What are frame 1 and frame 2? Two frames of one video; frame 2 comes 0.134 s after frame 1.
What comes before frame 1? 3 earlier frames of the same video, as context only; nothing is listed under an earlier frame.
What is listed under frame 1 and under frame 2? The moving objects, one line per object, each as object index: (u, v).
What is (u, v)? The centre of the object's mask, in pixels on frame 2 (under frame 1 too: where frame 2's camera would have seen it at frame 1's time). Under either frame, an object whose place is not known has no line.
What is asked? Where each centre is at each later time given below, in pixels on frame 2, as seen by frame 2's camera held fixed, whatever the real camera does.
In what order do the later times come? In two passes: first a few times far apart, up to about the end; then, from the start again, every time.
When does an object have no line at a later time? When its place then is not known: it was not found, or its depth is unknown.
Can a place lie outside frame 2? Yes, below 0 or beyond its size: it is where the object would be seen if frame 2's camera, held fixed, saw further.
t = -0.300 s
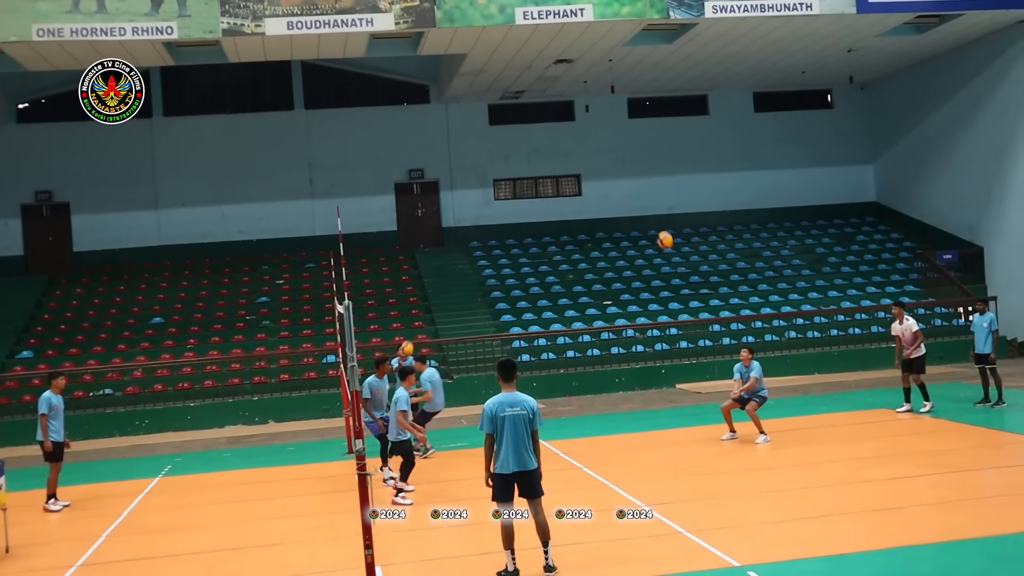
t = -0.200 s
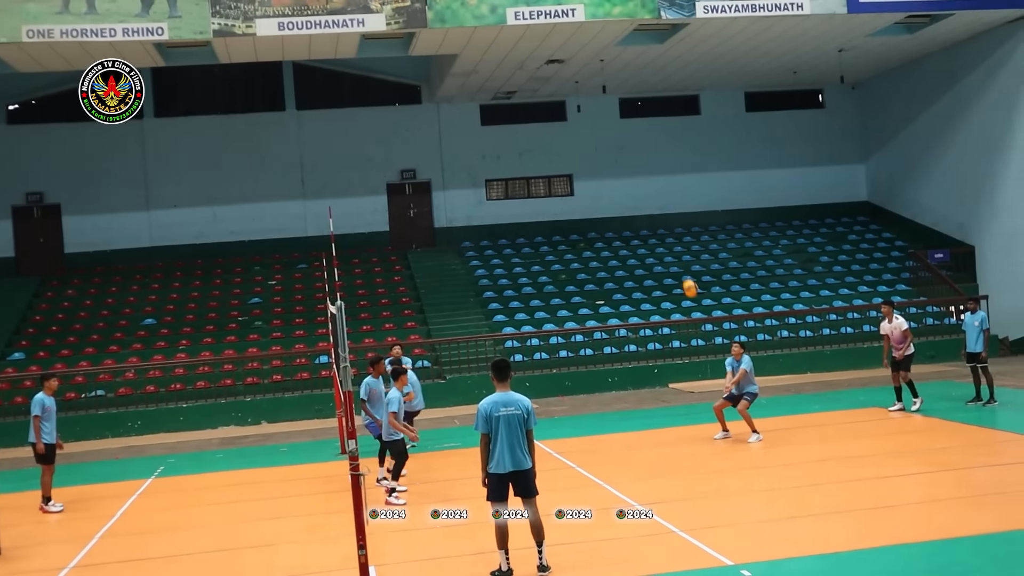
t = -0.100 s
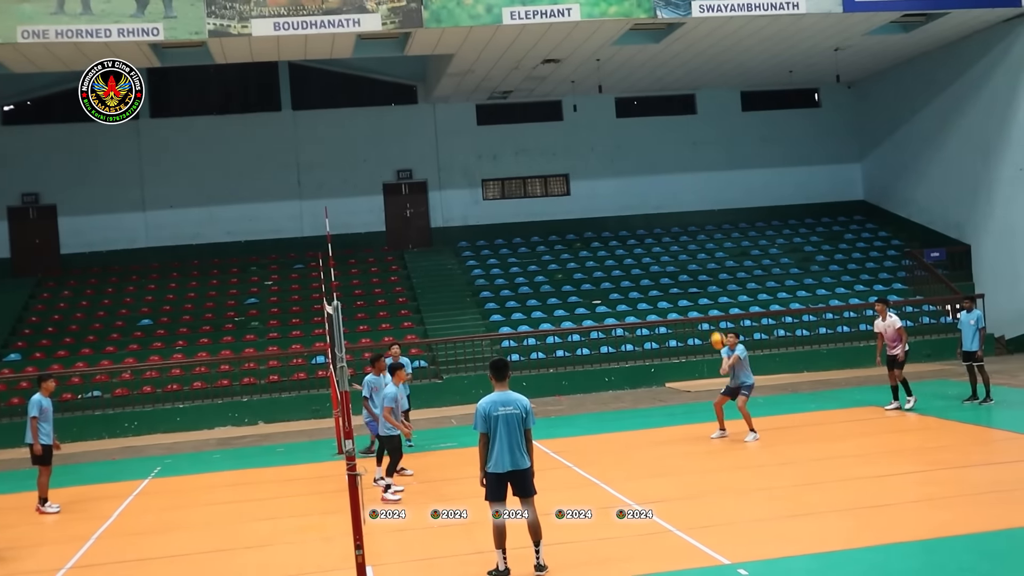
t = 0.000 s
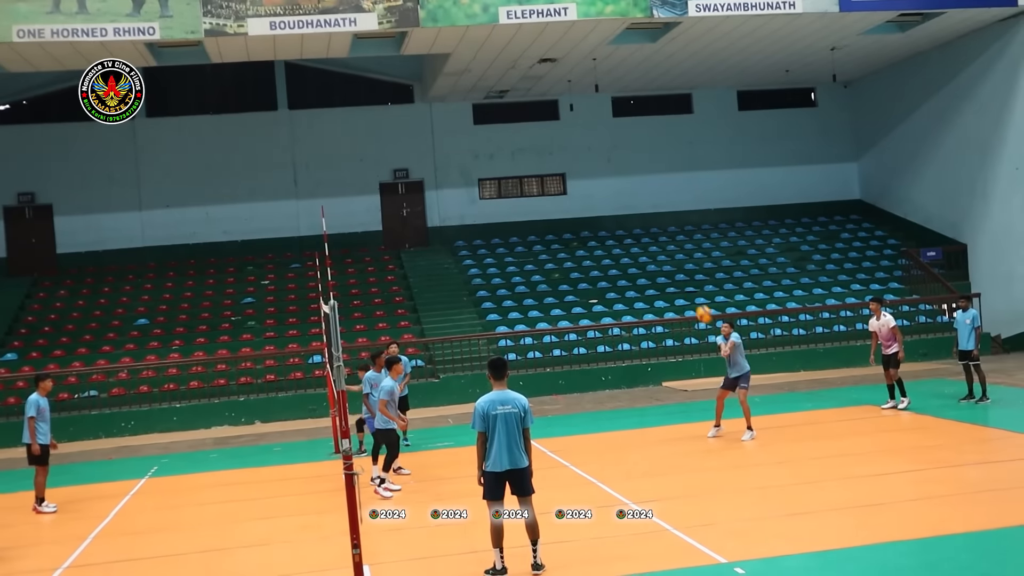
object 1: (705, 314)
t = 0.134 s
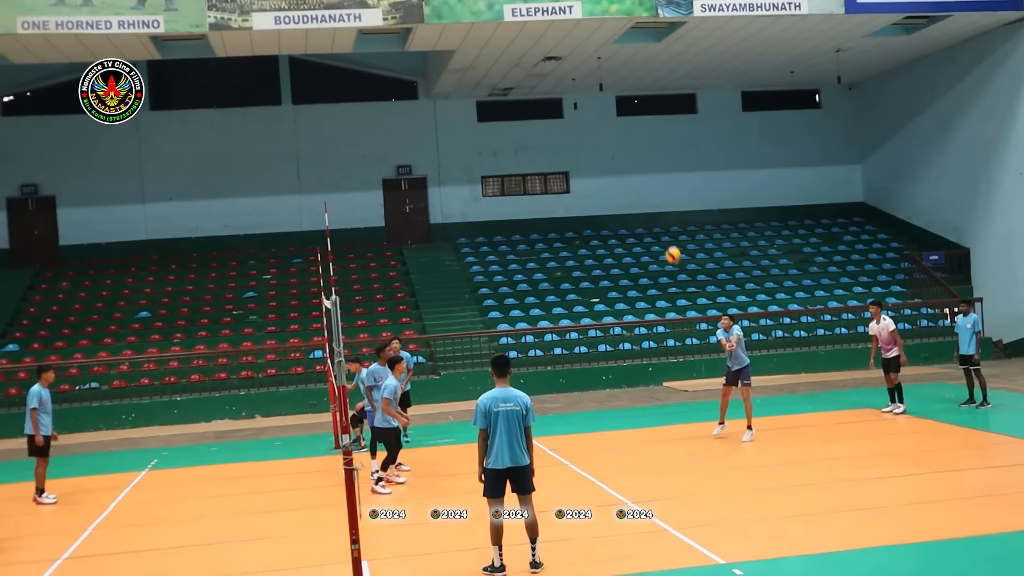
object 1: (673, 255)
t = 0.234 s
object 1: (649, 218)
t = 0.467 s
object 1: (595, 157)
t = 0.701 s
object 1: (544, 134)
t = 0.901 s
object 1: (502, 146)
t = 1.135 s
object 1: (459, 194)
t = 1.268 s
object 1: (437, 237)
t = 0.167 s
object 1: (665, 242)
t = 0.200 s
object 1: (657, 230)
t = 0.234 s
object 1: (649, 218)
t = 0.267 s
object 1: (641, 207)
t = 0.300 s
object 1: (633, 197)
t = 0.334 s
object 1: (626, 187)
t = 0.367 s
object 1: (618, 178)
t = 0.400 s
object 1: (611, 171)
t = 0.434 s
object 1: (603, 164)
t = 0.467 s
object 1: (595, 157)
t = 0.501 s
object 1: (588, 152)
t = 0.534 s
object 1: (581, 147)
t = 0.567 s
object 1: (573, 143)
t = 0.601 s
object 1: (566, 140)
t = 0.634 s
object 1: (559, 137)
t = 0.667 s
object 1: (552, 135)
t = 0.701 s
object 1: (544, 134)
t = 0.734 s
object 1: (537, 134)
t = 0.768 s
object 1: (530, 134)
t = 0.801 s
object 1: (523, 136)
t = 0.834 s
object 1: (516, 138)
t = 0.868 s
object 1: (509, 142)
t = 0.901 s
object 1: (502, 146)
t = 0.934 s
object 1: (493, 152)
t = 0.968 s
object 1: (488, 156)
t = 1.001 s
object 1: (482, 162)
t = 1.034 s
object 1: (475, 170)
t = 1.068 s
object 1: (469, 177)
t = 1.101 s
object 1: (463, 185)
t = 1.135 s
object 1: (459, 194)
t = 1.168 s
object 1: (453, 204)
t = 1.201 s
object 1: (447, 215)
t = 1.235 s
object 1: (443, 224)
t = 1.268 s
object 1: (437, 237)
